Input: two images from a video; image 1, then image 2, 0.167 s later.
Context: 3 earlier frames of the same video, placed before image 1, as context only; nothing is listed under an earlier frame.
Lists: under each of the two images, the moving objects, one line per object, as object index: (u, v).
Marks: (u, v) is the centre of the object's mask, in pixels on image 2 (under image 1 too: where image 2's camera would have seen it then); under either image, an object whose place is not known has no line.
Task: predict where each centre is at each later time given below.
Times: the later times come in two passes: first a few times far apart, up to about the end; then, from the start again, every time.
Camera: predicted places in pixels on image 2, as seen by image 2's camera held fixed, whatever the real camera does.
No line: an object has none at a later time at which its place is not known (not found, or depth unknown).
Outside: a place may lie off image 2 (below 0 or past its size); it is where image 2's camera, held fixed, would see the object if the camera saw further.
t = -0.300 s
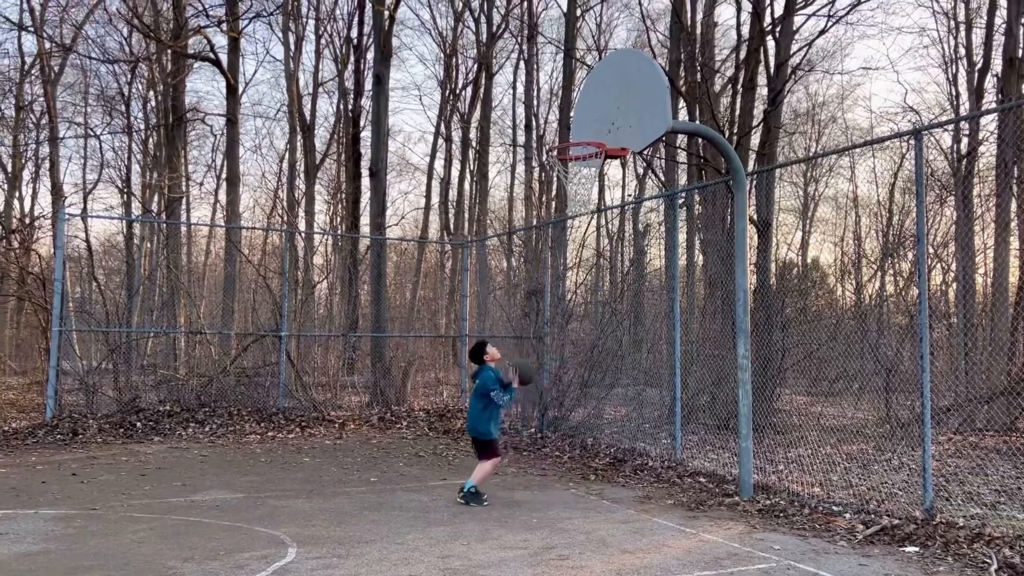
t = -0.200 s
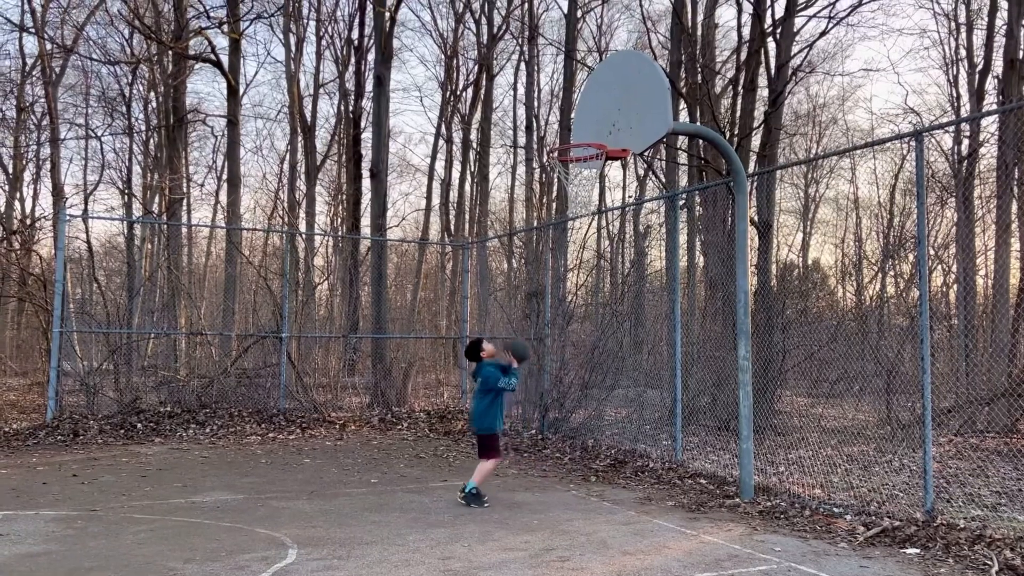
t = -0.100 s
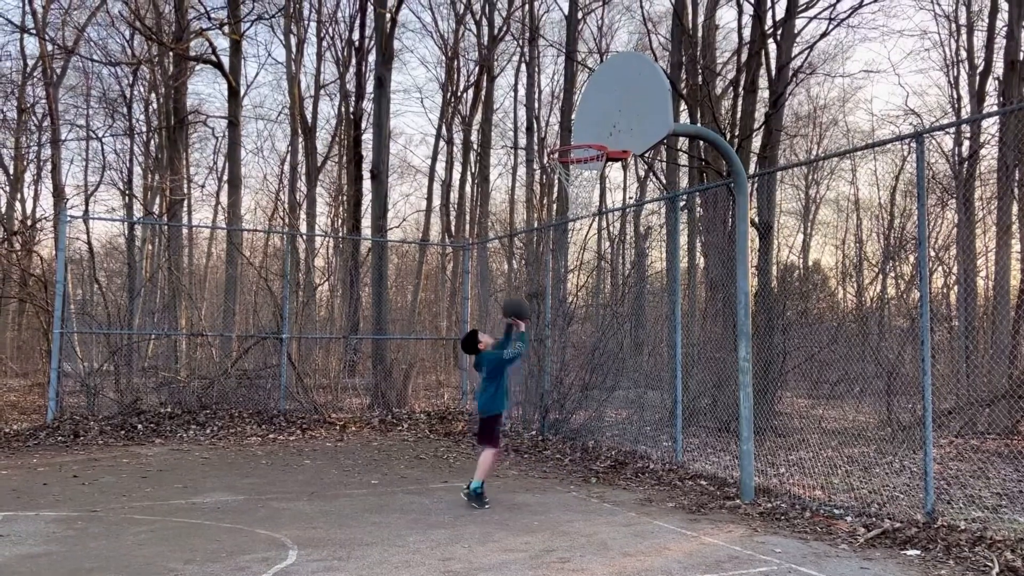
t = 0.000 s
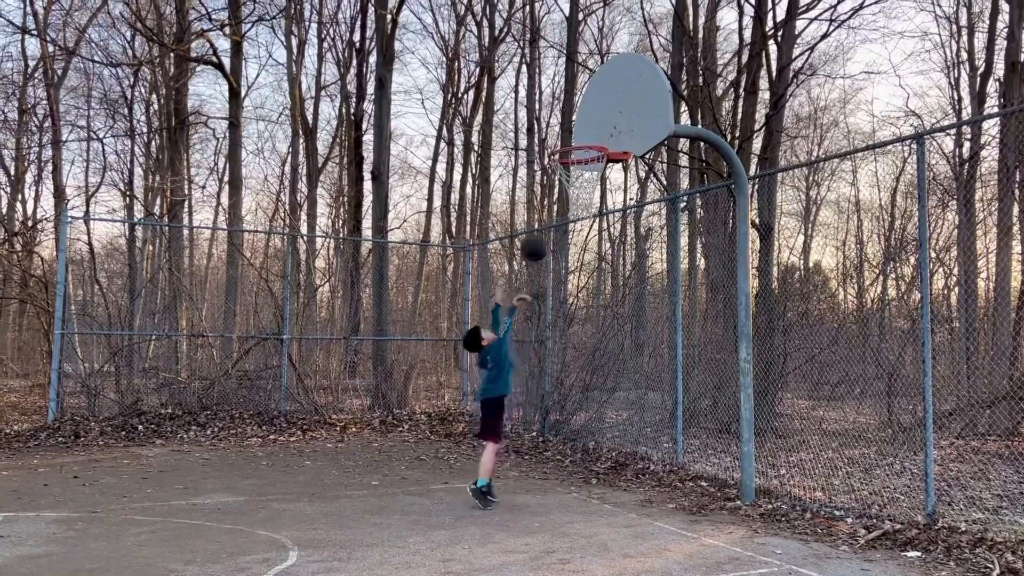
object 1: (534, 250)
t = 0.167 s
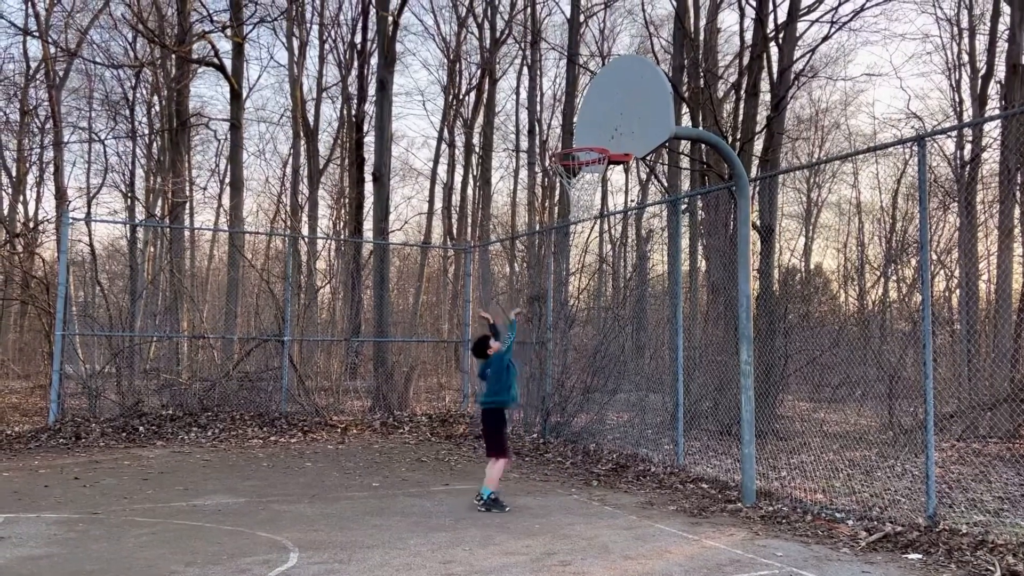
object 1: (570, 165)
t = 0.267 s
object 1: (588, 131)
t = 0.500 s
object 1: (564, 127)
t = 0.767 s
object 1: (567, 131)
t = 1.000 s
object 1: (584, 142)
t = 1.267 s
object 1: (588, 188)
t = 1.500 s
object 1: (579, 239)
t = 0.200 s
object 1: (579, 148)
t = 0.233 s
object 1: (582, 139)
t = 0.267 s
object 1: (588, 131)
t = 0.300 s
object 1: (586, 126)
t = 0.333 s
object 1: (582, 123)
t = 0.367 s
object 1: (580, 121)
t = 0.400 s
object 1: (576, 122)
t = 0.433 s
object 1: (572, 122)
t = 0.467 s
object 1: (568, 124)
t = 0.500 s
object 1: (564, 127)
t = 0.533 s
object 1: (561, 132)
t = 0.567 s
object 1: (558, 137)
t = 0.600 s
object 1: (554, 143)
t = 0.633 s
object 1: (556, 139)
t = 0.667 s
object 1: (558, 136)
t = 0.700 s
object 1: (561, 133)
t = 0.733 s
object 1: (564, 131)
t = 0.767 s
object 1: (567, 131)
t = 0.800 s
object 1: (569, 132)
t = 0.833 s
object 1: (572, 134)
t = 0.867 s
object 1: (574, 136)
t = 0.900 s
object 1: (577, 139)
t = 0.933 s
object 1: (579, 139)
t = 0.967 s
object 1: (581, 141)
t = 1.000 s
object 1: (584, 142)
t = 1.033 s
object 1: (584, 144)
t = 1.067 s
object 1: (585, 151)
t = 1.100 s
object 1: (587, 155)
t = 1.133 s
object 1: (589, 163)
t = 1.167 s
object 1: (588, 168)
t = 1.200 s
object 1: (588, 176)
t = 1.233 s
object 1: (588, 182)
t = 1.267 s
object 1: (588, 188)
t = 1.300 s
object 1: (587, 194)
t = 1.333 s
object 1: (586, 198)
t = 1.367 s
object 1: (586, 204)
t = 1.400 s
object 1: (585, 211)
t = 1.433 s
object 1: (582, 219)
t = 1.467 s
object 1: (581, 229)
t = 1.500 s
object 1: (579, 239)
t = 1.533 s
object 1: (578, 252)
